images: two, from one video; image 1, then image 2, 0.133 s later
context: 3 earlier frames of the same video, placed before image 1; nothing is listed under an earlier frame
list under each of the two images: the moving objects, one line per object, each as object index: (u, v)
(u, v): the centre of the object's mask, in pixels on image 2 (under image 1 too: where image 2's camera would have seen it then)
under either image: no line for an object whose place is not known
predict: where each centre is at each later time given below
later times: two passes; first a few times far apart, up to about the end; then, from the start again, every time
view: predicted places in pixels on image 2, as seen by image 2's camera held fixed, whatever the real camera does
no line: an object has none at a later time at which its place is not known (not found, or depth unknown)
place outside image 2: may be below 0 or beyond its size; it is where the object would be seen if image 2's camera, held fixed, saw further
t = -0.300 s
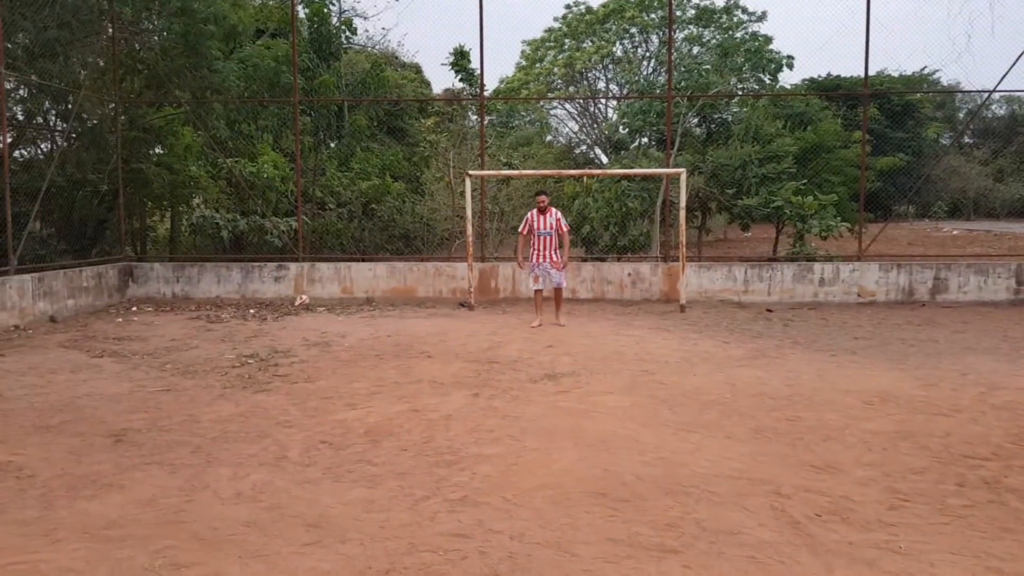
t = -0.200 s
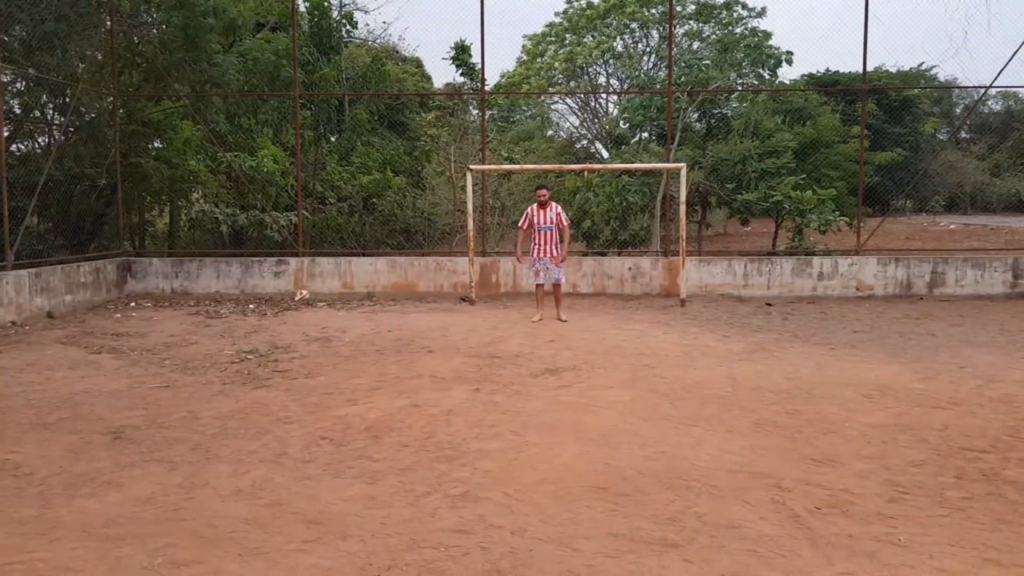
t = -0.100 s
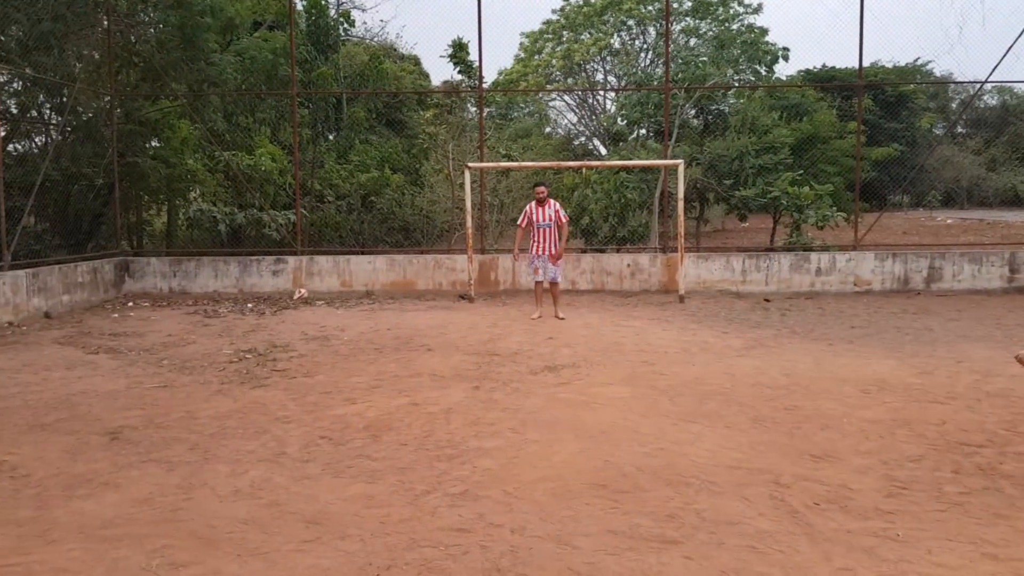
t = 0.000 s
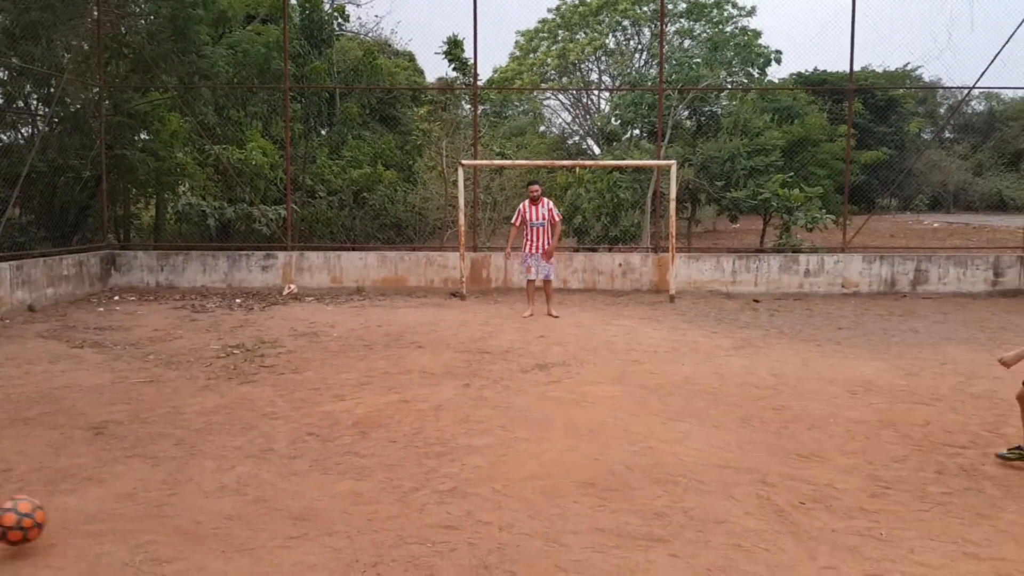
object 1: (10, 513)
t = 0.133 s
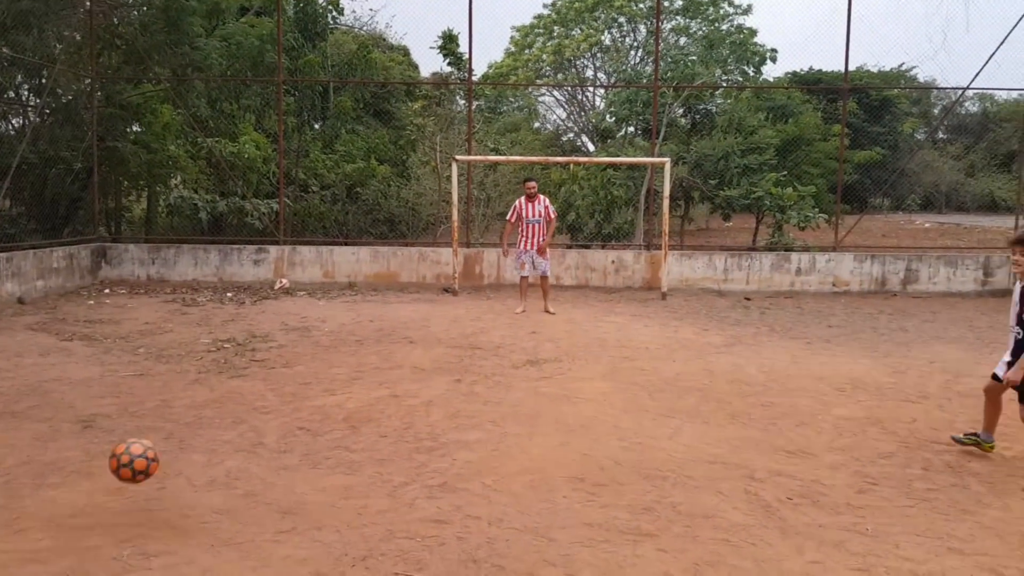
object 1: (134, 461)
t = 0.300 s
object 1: (270, 414)
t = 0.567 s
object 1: (447, 449)
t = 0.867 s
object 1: (583, 380)
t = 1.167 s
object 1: (692, 406)
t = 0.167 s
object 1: (164, 446)
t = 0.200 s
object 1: (193, 435)
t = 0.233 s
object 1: (220, 426)
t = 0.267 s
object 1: (245, 419)
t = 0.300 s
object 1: (270, 414)
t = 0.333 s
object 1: (295, 411)
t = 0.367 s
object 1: (319, 411)
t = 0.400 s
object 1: (343, 412)
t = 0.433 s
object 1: (365, 417)
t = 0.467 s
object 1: (387, 422)
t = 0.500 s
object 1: (407, 429)
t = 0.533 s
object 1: (428, 438)
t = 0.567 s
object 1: (447, 449)
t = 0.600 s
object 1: (465, 448)
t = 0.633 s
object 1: (481, 432)
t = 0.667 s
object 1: (497, 419)
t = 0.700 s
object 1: (513, 407)
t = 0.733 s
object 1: (528, 397)
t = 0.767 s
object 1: (543, 390)
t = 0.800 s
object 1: (557, 385)
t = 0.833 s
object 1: (570, 381)
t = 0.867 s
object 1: (583, 380)
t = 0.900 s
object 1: (596, 378)
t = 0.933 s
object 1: (610, 379)
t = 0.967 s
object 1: (623, 382)
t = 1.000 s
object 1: (635, 387)
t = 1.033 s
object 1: (647, 394)
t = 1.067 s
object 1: (658, 401)
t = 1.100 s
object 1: (670, 410)
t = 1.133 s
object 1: (681, 415)
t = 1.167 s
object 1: (692, 406)
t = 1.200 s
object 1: (704, 399)
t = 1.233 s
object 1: (714, 394)
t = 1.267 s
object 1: (724, 390)
